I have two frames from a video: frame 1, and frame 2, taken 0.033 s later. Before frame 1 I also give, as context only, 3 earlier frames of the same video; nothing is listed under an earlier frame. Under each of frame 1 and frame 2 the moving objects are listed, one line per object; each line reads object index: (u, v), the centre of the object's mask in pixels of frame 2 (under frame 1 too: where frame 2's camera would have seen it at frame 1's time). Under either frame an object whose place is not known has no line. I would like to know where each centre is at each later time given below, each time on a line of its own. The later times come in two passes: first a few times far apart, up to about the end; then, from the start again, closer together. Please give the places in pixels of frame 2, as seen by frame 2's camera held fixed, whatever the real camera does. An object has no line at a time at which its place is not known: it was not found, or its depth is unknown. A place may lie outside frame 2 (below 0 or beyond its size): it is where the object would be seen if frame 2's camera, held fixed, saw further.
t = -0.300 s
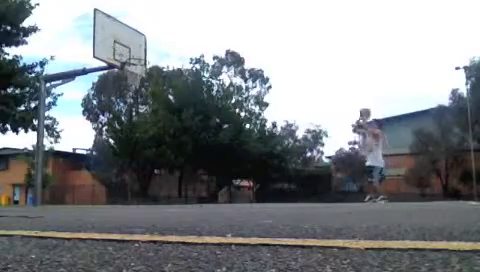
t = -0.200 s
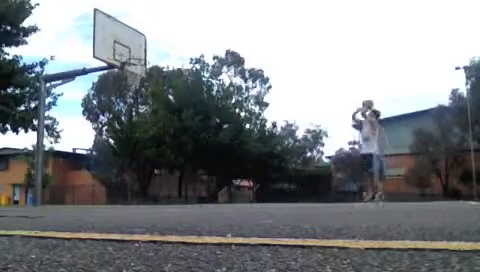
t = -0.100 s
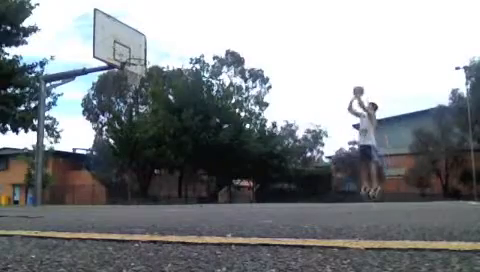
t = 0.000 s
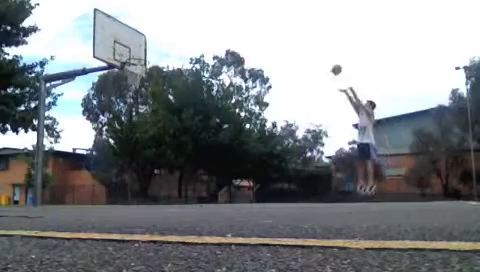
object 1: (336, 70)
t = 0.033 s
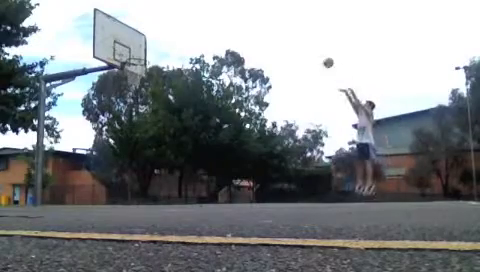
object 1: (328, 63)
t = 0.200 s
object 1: (288, 37)
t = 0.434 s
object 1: (234, 23)
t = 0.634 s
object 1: (189, 30)
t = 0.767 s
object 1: (159, 44)
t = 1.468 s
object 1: (118, 147)
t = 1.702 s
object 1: (115, 182)
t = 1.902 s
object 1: (126, 137)
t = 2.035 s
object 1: (135, 119)
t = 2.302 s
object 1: (144, 110)
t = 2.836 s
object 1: (175, 193)
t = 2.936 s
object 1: (179, 180)
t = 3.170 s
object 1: (187, 147)
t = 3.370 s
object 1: (193, 139)
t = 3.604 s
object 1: (203, 151)
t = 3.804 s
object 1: (212, 184)
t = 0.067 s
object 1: (320, 56)
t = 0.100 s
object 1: (312, 51)
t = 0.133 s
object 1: (304, 46)
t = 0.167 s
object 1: (296, 41)
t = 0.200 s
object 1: (288, 37)
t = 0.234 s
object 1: (281, 34)
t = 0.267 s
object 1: (273, 31)
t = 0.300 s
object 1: (265, 28)
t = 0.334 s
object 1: (257, 26)
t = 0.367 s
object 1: (250, 25)
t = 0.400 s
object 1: (242, 24)
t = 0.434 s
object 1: (234, 23)
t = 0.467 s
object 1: (227, 23)
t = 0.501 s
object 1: (219, 23)
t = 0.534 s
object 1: (212, 24)
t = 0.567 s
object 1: (204, 25)
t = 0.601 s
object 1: (197, 27)
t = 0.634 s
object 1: (189, 30)
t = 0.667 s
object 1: (182, 33)
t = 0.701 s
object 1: (174, 36)
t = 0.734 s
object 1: (167, 40)
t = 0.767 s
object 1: (159, 44)
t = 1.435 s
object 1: (117, 136)
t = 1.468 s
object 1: (118, 147)
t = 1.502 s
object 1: (114, 156)
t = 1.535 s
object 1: (113, 167)
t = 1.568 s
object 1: (113, 177)
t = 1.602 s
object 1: (113, 189)
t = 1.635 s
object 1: (111, 199)
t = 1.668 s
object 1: (113, 189)
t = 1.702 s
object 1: (115, 182)
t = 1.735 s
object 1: (117, 172)
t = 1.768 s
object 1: (119, 164)
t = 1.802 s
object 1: (121, 157)
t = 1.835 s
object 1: (122, 150)
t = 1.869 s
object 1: (124, 143)
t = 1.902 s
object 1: (126, 137)
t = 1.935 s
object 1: (129, 134)
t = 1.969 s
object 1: (131, 128)
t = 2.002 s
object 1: (132, 123)
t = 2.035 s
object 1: (135, 119)
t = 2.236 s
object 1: (143, 110)
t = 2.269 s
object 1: (143, 110)
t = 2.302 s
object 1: (144, 110)
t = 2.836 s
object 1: (175, 193)
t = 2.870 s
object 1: (177, 195)
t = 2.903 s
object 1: (178, 187)
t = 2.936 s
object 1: (179, 180)
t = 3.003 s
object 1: (182, 169)
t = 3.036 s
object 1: (183, 164)
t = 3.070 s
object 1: (183, 159)
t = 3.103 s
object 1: (184, 154)
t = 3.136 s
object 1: (186, 150)
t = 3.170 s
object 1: (187, 147)
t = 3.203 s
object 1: (189, 144)
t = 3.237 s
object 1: (189, 143)
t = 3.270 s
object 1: (191, 139)
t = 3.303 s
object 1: (192, 138)
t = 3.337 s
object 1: (192, 139)
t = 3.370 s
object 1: (193, 139)
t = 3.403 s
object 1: (194, 139)
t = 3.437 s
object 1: (196, 138)
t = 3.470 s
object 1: (198, 140)
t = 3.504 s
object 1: (199, 142)
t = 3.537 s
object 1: (200, 145)
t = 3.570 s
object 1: (202, 148)
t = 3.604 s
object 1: (203, 151)
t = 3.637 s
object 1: (205, 154)
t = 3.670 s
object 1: (206, 159)
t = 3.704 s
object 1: (207, 164)
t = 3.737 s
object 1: (208, 170)
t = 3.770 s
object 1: (210, 176)
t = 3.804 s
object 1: (212, 184)
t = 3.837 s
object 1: (213, 190)
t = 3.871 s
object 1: (215, 197)
